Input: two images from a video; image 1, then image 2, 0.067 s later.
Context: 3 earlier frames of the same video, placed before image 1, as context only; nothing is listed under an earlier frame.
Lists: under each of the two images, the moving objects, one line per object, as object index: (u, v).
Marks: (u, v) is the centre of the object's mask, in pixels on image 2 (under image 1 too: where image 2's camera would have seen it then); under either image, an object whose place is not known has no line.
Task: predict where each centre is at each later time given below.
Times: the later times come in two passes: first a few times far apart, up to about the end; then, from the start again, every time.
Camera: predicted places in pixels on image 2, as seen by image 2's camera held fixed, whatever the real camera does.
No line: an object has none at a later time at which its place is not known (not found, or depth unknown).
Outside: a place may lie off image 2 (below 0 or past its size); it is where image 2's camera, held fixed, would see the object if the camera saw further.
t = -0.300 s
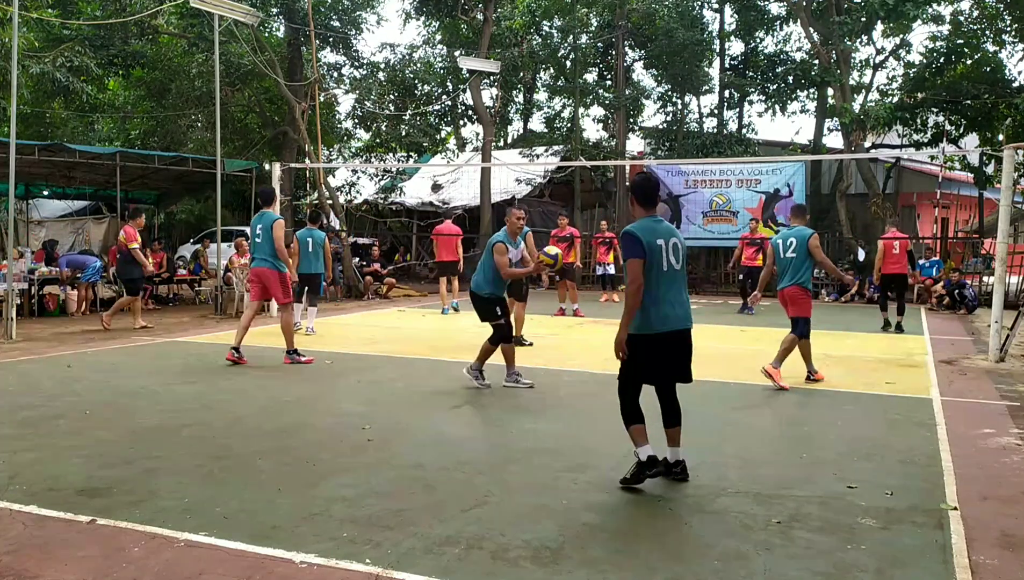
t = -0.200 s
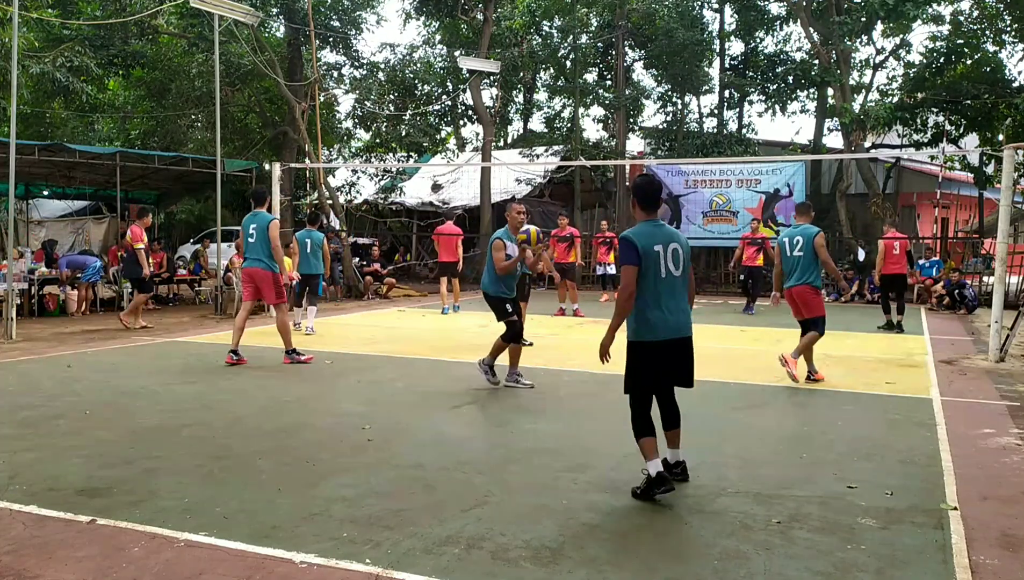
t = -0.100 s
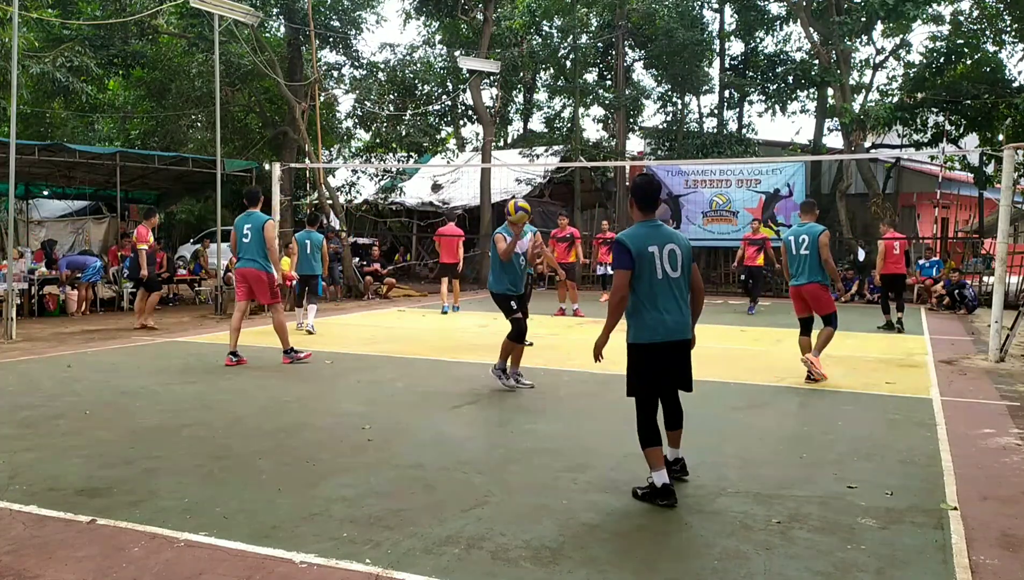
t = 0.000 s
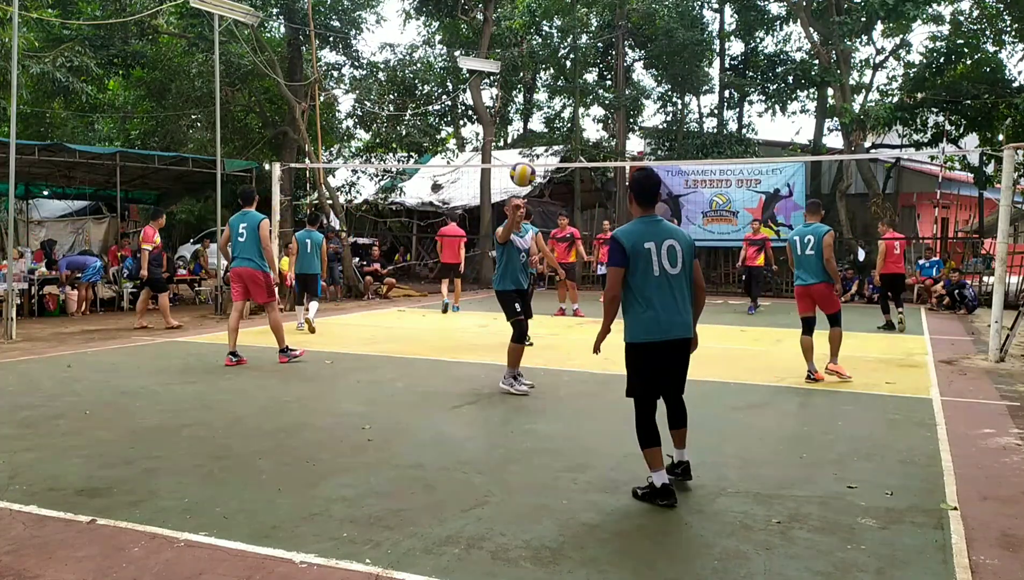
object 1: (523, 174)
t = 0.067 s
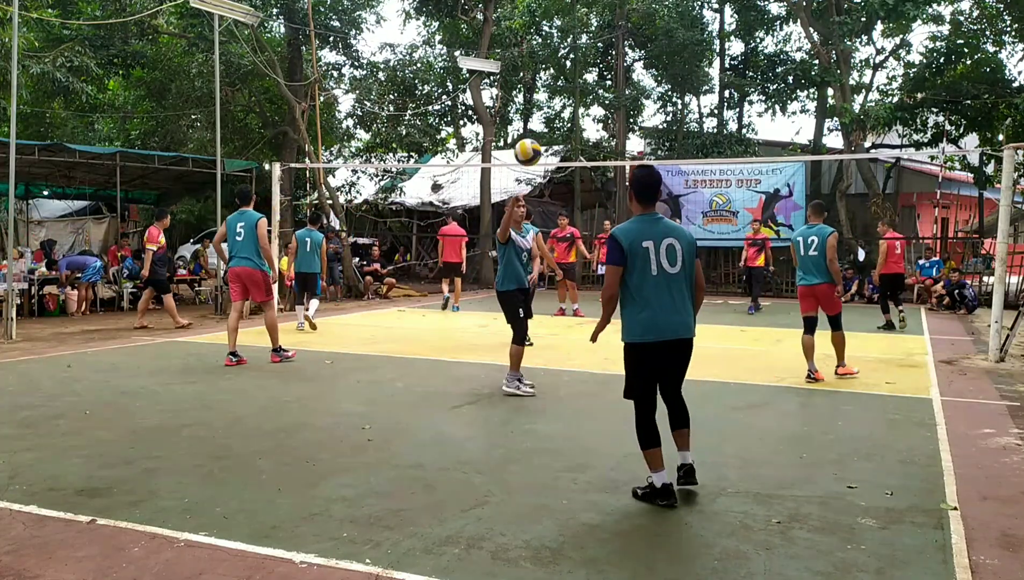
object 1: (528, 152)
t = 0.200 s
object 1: (538, 123)
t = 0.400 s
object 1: (555, 120)
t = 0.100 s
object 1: (530, 143)
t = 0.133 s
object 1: (532, 136)
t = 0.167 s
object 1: (535, 129)
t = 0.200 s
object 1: (538, 123)
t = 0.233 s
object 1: (540, 119)
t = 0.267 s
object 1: (543, 116)
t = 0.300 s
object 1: (546, 114)
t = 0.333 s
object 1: (549, 113)
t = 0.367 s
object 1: (552, 116)
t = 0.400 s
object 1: (555, 120)
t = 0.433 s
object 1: (558, 125)
